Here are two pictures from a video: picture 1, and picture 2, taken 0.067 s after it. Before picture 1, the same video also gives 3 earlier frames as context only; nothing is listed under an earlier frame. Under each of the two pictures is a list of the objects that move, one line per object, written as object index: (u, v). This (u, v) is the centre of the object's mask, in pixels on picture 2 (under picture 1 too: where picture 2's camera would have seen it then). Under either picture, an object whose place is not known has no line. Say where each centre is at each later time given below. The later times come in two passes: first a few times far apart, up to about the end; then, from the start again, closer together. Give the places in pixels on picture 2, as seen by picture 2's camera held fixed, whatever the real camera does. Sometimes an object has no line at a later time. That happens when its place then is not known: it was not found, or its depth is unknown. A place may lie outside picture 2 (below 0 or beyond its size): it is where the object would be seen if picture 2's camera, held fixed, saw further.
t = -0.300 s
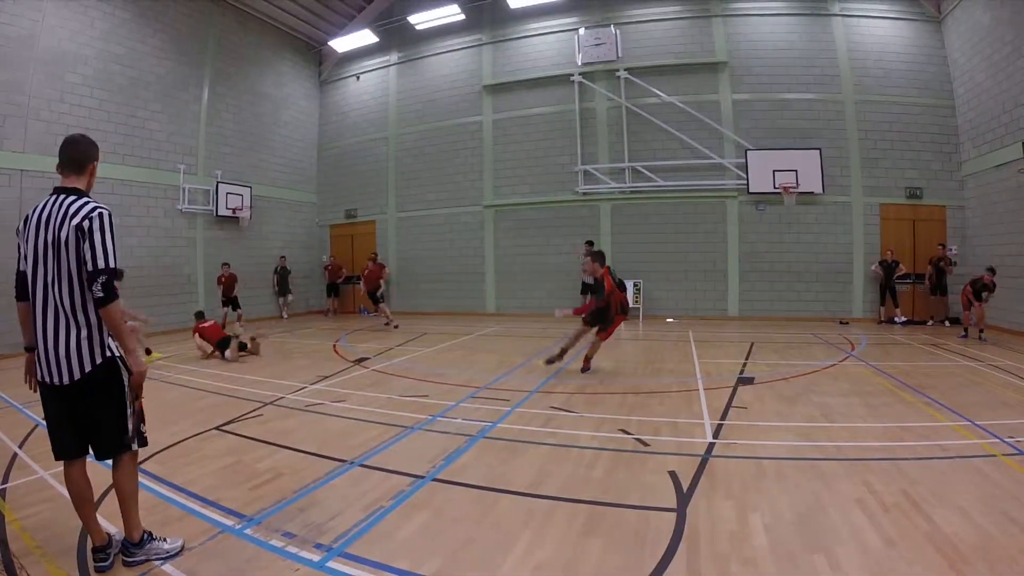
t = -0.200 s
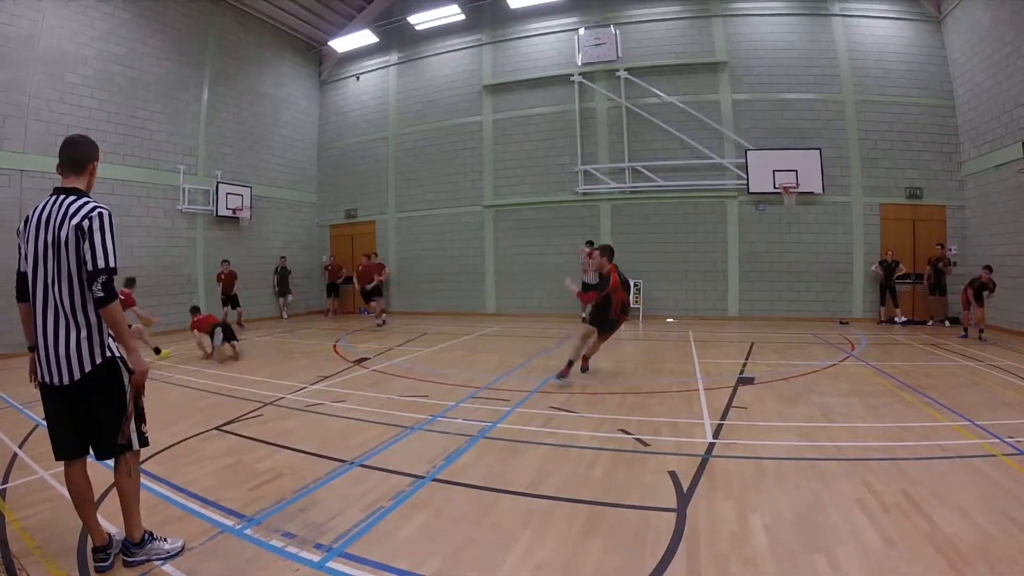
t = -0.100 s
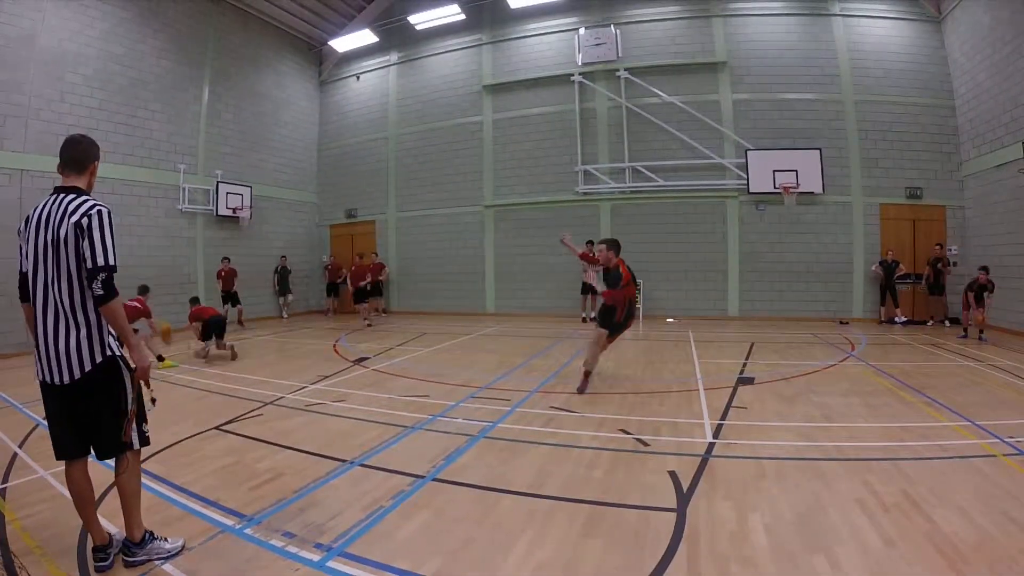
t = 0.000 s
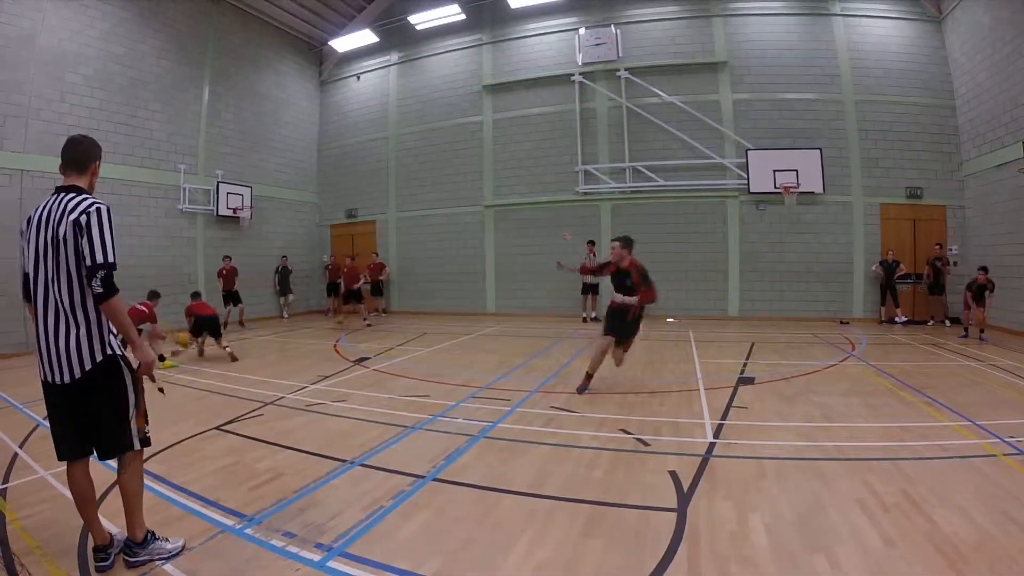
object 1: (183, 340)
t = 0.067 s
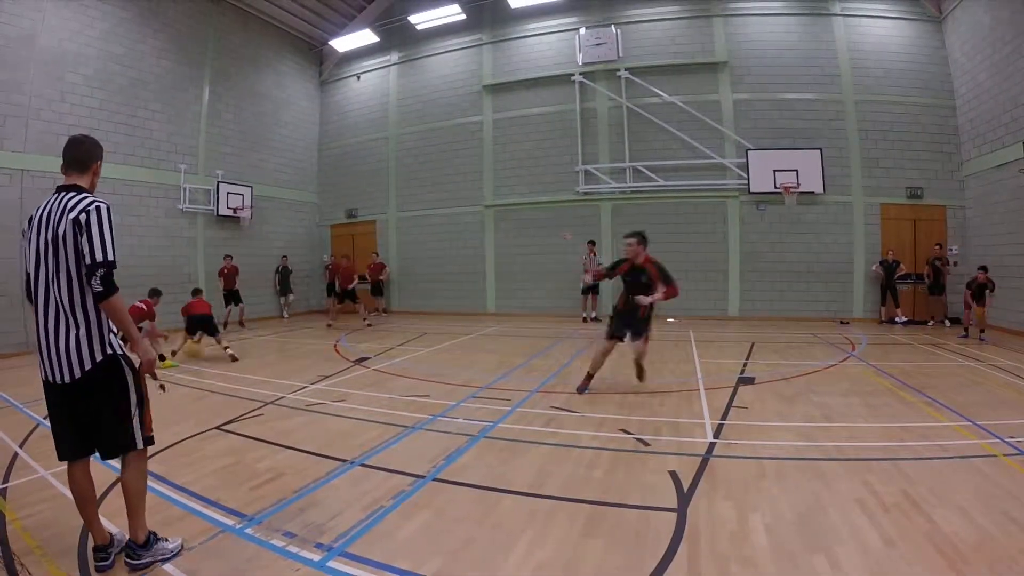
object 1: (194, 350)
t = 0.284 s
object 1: (237, 372)
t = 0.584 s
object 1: (320, 415)
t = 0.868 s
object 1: (450, 458)
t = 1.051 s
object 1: (591, 539)
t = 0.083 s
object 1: (197, 354)
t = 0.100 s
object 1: (202, 359)
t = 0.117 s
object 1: (205, 364)
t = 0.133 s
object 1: (209, 369)
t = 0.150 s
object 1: (213, 374)
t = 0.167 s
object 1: (217, 381)
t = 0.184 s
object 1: (221, 382)
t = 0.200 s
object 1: (223, 380)
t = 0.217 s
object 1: (225, 378)
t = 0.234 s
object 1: (228, 375)
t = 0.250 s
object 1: (230, 375)
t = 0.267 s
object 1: (234, 373)
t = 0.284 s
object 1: (237, 372)
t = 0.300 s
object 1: (240, 371)
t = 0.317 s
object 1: (243, 371)
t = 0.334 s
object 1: (245, 370)
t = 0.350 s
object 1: (250, 370)
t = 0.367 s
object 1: (253, 370)
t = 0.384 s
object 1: (257, 371)
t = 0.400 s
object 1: (261, 373)
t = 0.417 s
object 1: (265, 374)
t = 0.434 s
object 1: (269, 376)
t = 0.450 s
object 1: (274, 379)
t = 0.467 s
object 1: (279, 381)
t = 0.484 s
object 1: (284, 385)
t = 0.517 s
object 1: (294, 392)
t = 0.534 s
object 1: (300, 397)
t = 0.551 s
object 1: (305, 402)
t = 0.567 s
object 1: (313, 408)
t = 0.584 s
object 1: (320, 415)
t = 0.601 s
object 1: (327, 422)
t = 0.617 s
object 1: (334, 430)
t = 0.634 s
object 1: (342, 440)
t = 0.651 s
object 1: (350, 448)
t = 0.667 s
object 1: (357, 455)
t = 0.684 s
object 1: (364, 453)
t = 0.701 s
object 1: (369, 452)
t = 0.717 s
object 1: (375, 451)
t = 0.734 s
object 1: (382, 450)
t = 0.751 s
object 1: (389, 449)
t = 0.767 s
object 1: (396, 449)
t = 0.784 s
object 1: (404, 449)
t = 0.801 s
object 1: (413, 450)
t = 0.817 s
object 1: (421, 451)
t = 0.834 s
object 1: (431, 452)
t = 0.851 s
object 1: (440, 456)
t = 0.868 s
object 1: (450, 458)
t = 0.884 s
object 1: (459, 462)
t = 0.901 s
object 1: (471, 466)
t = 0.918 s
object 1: (482, 471)
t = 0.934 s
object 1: (494, 476)
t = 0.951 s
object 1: (507, 483)
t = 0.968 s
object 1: (520, 491)
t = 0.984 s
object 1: (534, 499)
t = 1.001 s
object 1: (547, 508)
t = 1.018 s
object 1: (561, 519)
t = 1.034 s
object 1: (576, 529)
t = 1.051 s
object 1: (591, 539)
